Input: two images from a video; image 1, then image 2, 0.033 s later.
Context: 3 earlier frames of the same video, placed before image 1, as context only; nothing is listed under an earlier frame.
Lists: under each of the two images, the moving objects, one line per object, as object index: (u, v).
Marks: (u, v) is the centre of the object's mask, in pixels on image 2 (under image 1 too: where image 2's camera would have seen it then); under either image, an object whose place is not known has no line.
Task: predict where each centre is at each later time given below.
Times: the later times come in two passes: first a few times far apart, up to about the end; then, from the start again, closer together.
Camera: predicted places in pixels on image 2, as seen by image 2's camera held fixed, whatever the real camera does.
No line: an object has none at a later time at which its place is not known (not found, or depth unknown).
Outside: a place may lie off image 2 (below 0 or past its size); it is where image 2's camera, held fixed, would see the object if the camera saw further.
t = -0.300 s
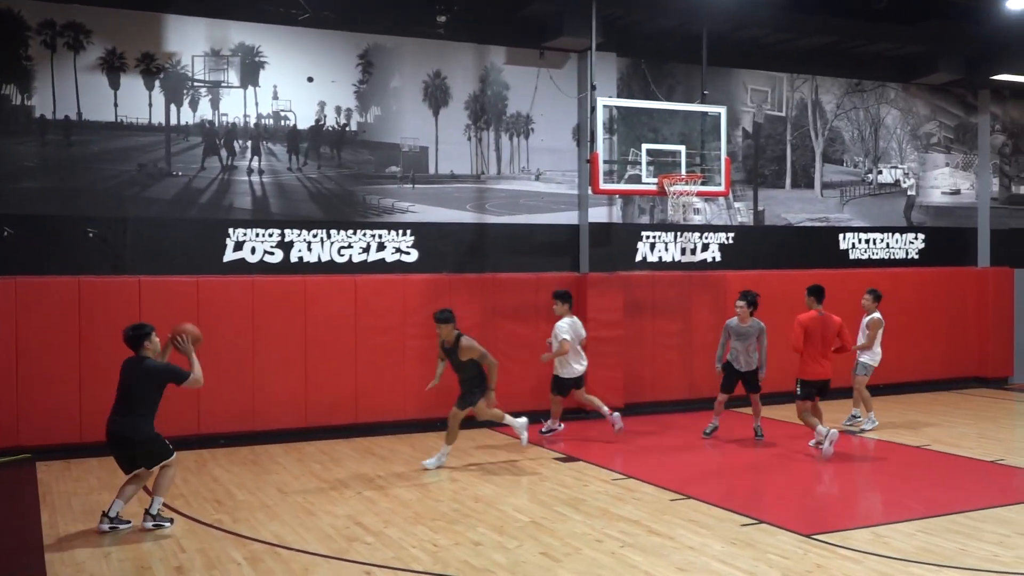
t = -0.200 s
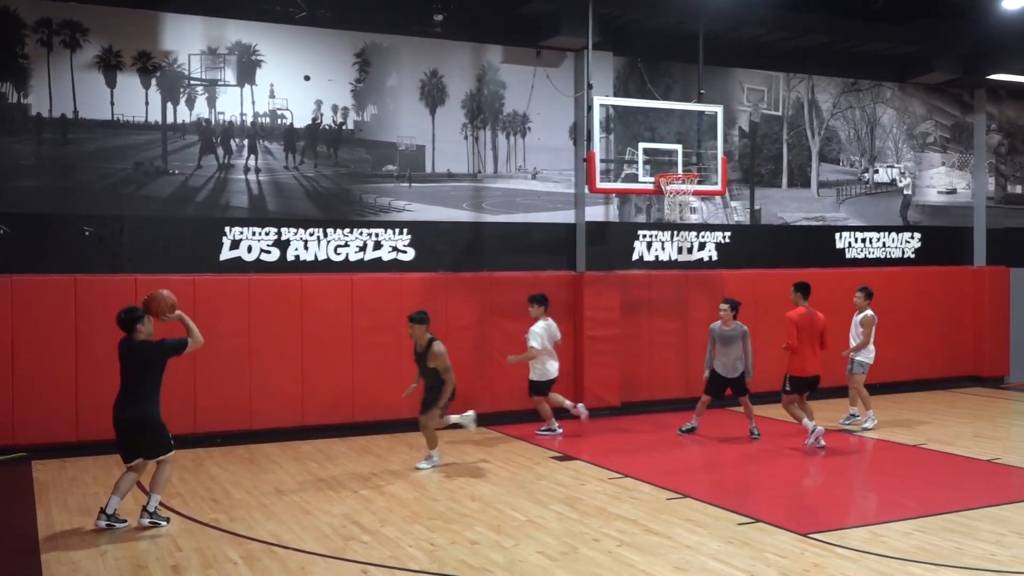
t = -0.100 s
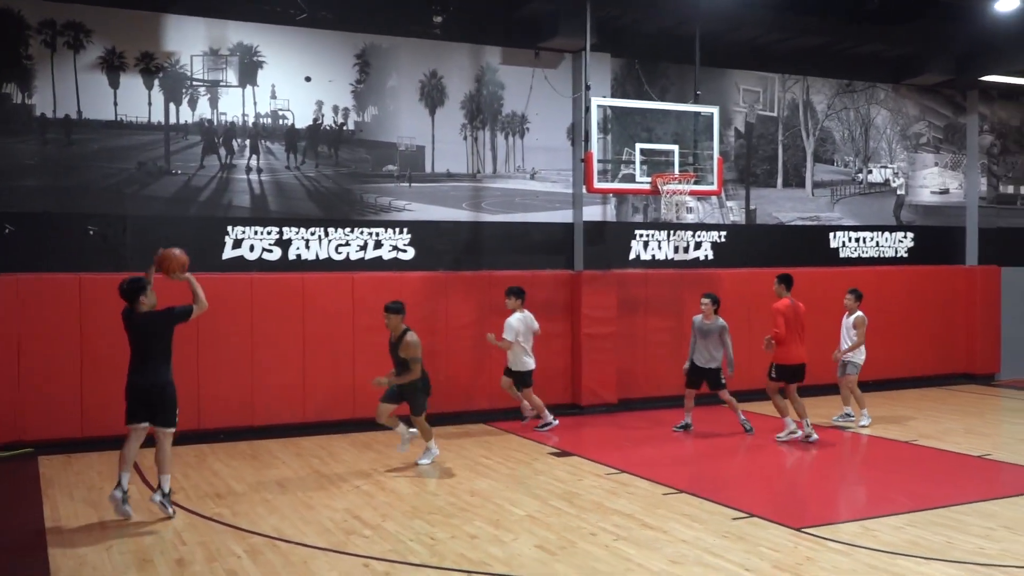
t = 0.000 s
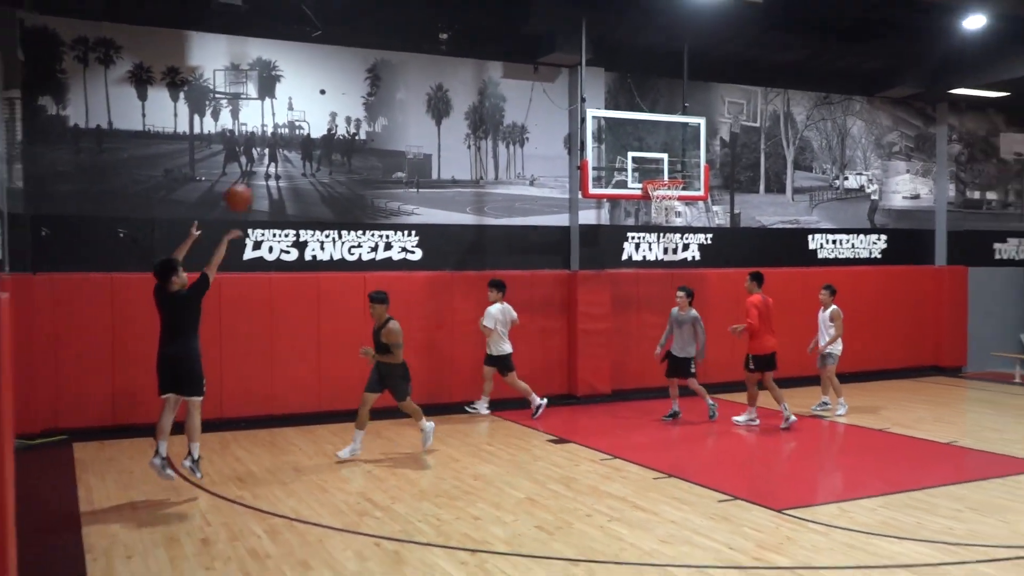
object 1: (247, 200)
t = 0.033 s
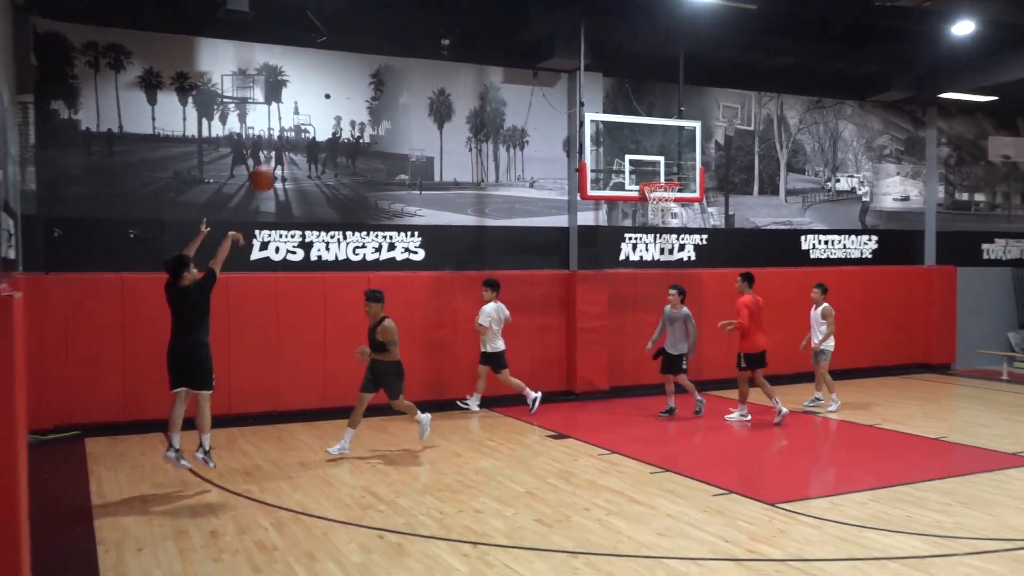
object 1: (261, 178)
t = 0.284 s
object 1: (378, 66)
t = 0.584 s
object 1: (494, 30)
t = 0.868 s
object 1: (584, 65)
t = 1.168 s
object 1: (660, 161)
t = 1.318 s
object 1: (647, 150)
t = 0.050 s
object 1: (271, 168)
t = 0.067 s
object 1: (279, 157)
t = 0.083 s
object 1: (287, 150)
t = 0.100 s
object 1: (296, 140)
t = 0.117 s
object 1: (304, 132)
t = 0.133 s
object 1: (311, 123)
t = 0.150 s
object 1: (318, 115)
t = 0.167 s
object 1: (326, 107)
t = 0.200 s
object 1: (341, 94)
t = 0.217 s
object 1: (349, 88)
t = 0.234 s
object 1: (357, 82)
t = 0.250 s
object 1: (364, 76)
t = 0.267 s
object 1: (372, 71)
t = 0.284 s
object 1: (378, 66)
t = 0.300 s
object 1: (386, 60)
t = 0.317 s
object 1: (392, 56)
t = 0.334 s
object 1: (400, 52)
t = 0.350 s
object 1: (406, 49)
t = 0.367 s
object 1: (414, 47)
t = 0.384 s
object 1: (420, 44)
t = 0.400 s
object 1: (427, 41)
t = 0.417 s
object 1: (433, 40)
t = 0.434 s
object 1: (440, 38)
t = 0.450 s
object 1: (446, 36)
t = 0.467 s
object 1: (452, 35)
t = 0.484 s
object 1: (459, 33)
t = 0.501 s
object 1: (465, 32)
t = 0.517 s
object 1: (471, 31)
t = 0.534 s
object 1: (477, 30)
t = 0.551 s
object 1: (483, 30)
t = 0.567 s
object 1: (489, 30)
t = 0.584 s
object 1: (494, 30)
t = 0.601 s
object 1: (500, 31)
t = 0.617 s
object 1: (506, 31)
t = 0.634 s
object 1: (511, 32)
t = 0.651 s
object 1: (517, 33)
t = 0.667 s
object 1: (522, 34)
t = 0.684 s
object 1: (528, 36)
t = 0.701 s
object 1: (533, 37)
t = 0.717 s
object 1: (538, 39)
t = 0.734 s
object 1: (544, 41)
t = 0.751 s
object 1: (549, 44)
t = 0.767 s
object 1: (555, 46)
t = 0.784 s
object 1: (559, 49)
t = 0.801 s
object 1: (565, 51)
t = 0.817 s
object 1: (569, 55)
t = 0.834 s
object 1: (574, 58)
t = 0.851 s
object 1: (580, 62)
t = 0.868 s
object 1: (584, 65)
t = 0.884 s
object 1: (589, 69)
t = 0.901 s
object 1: (594, 73)
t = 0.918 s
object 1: (599, 77)
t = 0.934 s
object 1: (603, 82)
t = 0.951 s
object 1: (608, 87)
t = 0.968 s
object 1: (611, 91)
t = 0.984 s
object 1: (616, 97)
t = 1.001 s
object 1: (620, 101)
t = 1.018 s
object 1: (624, 106)
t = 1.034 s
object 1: (629, 112)
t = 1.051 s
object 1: (633, 117)
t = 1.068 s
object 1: (637, 124)
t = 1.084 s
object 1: (640, 130)
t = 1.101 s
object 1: (644, 136)
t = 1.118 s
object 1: (648, 142)
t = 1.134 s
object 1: (652, 148)
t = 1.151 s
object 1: (656, 155)
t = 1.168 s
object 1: (660, 161)
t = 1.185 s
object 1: (664, 168)
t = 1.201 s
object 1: (667, 174)
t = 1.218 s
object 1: (669, 176)
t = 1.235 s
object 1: (665, 173)
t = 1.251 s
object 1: (662, 168)
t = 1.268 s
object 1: (658, 163)
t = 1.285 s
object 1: (654, 159)
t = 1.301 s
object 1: (651, 155)
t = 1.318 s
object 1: (647, 150)
